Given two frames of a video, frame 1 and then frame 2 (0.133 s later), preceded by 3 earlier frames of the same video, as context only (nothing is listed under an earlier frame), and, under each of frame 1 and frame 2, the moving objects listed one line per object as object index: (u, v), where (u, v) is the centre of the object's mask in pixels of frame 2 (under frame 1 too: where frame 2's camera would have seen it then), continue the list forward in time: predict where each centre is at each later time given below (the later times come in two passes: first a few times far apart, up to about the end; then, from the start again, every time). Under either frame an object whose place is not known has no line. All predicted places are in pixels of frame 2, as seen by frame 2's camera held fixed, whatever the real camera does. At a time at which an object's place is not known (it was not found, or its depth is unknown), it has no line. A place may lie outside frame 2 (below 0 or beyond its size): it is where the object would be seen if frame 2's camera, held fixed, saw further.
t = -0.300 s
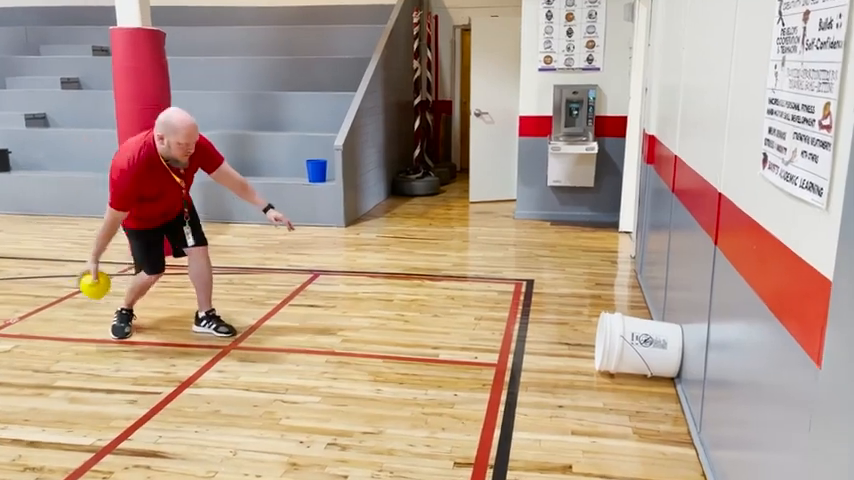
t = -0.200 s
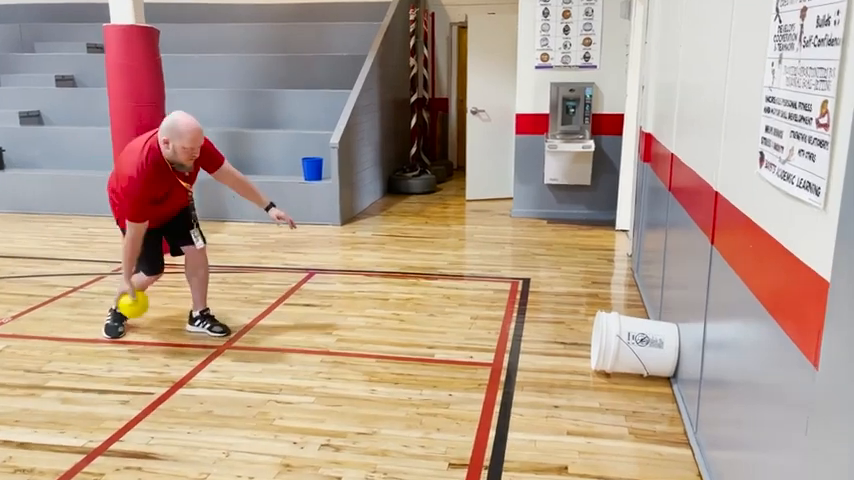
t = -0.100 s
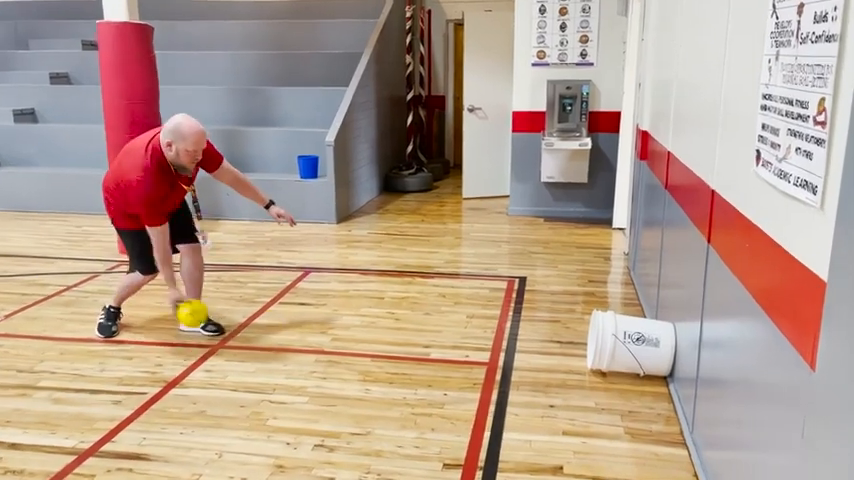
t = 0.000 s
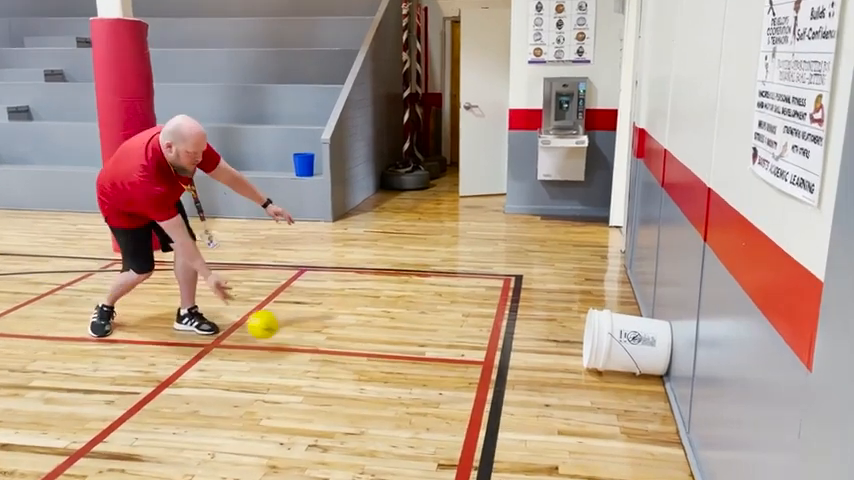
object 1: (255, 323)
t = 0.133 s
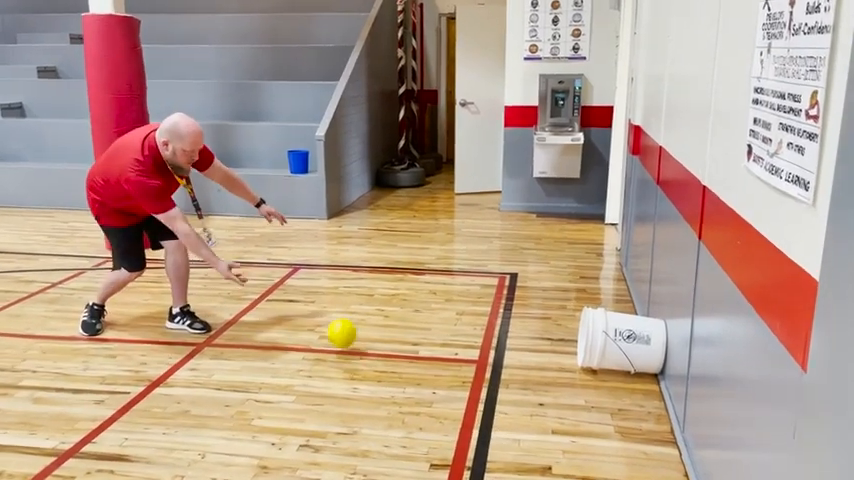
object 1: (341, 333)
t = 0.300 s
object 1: (427, 344)
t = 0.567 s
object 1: (559, 348)
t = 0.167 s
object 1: (359, 332)
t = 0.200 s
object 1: (376, 333)
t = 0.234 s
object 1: (393, 336)
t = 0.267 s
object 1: (410, 340)
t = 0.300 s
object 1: (427, 344)
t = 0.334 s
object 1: (444, 342)
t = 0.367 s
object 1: (460, 342)
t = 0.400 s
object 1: (477, 343)
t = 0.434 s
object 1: (493, 346)
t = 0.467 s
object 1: (509, 345)
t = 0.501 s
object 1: (527, 346)
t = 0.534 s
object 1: (543, 348)
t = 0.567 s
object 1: (559, 348)
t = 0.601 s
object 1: (572, 345)
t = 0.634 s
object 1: (577, 338)
